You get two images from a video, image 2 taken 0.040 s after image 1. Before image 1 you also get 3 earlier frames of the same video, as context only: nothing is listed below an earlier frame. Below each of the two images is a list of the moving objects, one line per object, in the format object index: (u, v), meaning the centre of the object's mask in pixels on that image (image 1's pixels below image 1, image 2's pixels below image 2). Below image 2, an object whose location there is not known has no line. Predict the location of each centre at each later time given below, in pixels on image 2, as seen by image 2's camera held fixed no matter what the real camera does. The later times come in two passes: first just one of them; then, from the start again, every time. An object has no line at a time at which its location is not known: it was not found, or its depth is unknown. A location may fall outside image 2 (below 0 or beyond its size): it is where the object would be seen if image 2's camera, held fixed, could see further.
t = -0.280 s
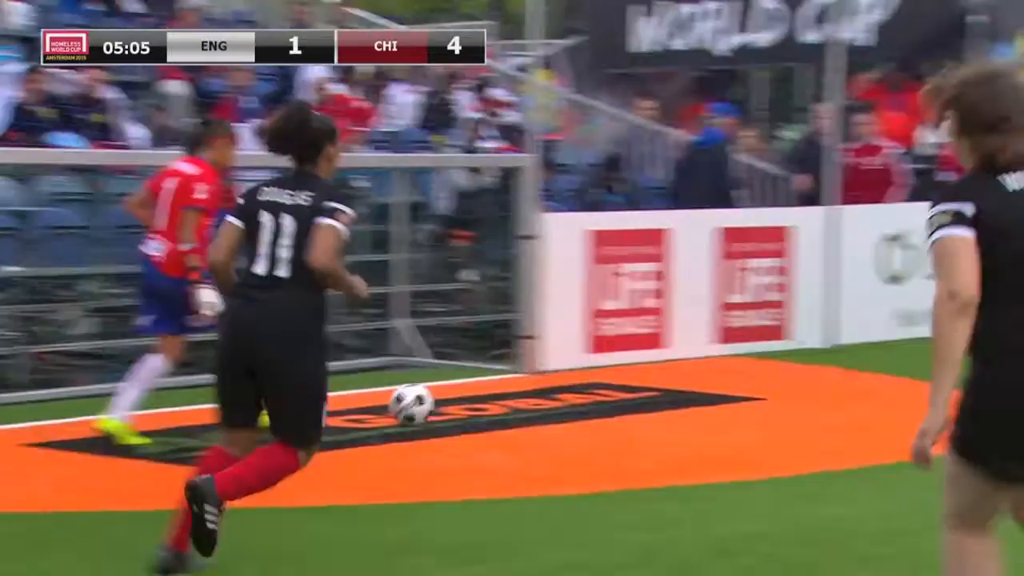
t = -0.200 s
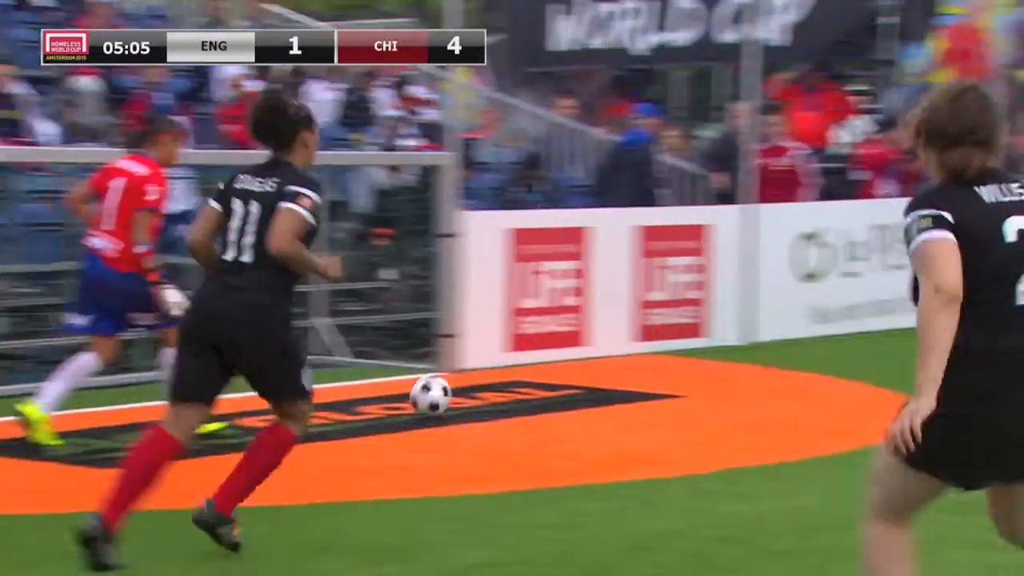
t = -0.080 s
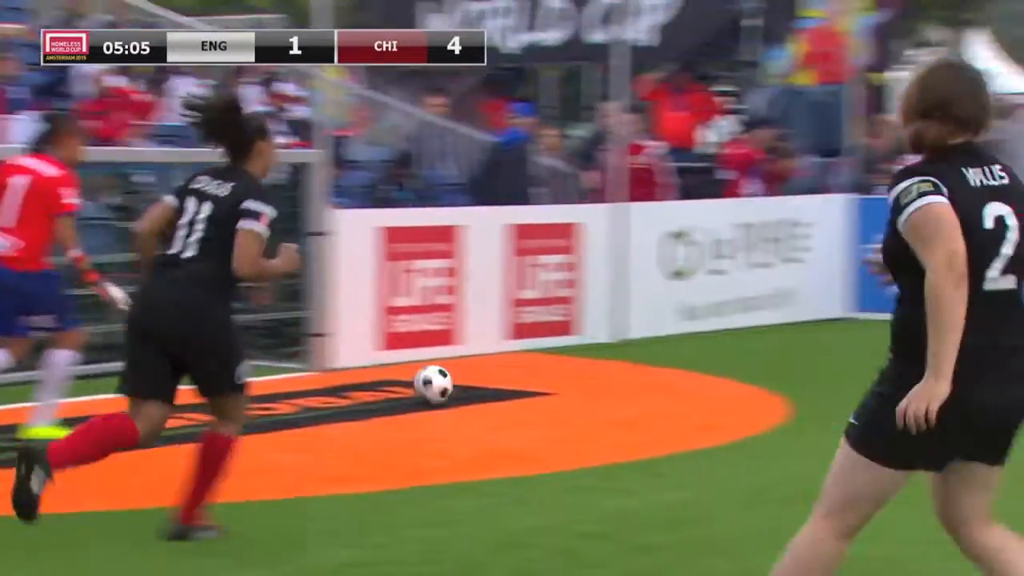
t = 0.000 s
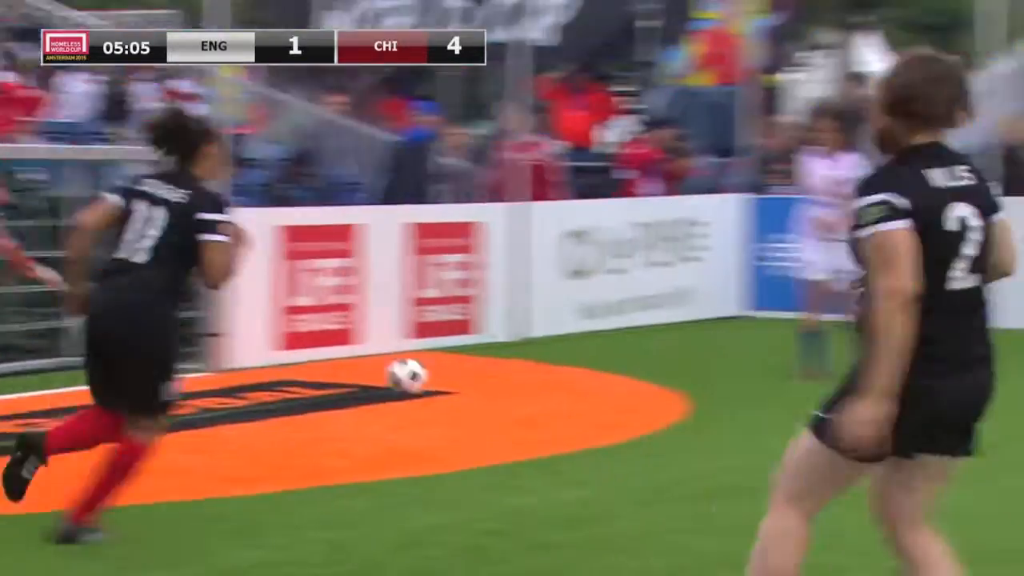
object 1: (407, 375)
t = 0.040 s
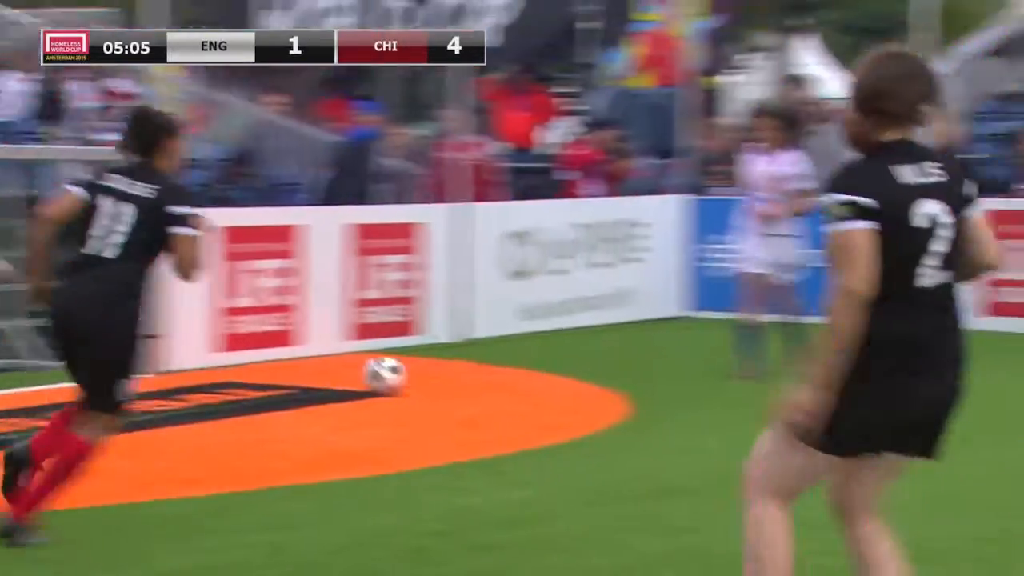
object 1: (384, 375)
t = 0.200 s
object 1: (505, 363)
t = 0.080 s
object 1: (418, 373)
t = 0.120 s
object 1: (449, 370)
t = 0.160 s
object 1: (479, 367)
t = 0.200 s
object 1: (505, 363)
